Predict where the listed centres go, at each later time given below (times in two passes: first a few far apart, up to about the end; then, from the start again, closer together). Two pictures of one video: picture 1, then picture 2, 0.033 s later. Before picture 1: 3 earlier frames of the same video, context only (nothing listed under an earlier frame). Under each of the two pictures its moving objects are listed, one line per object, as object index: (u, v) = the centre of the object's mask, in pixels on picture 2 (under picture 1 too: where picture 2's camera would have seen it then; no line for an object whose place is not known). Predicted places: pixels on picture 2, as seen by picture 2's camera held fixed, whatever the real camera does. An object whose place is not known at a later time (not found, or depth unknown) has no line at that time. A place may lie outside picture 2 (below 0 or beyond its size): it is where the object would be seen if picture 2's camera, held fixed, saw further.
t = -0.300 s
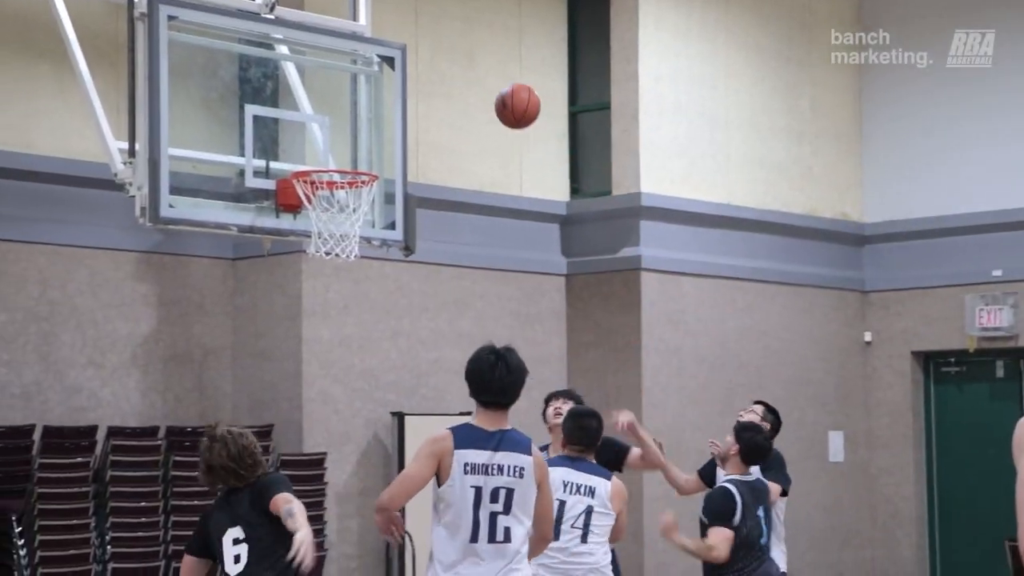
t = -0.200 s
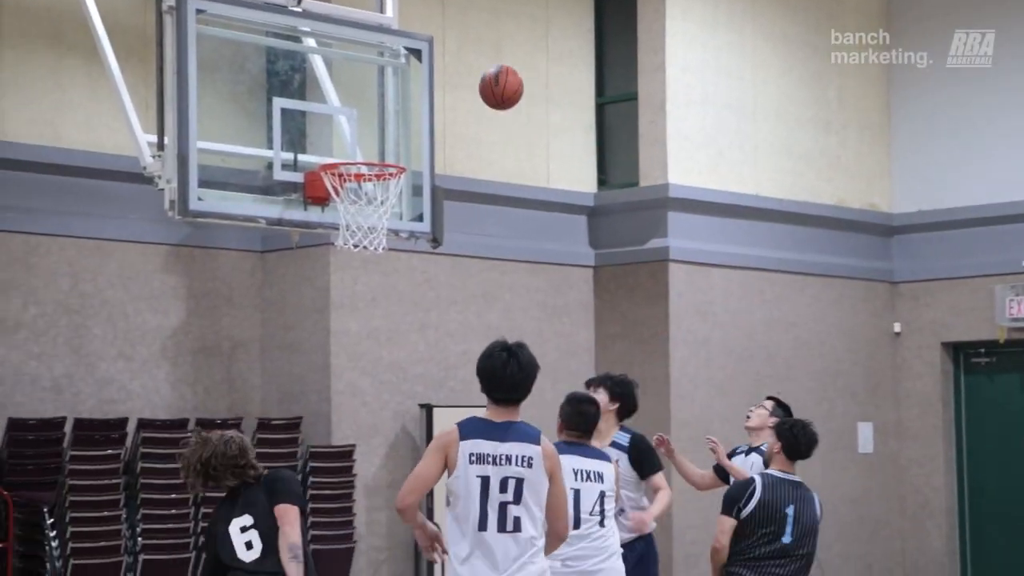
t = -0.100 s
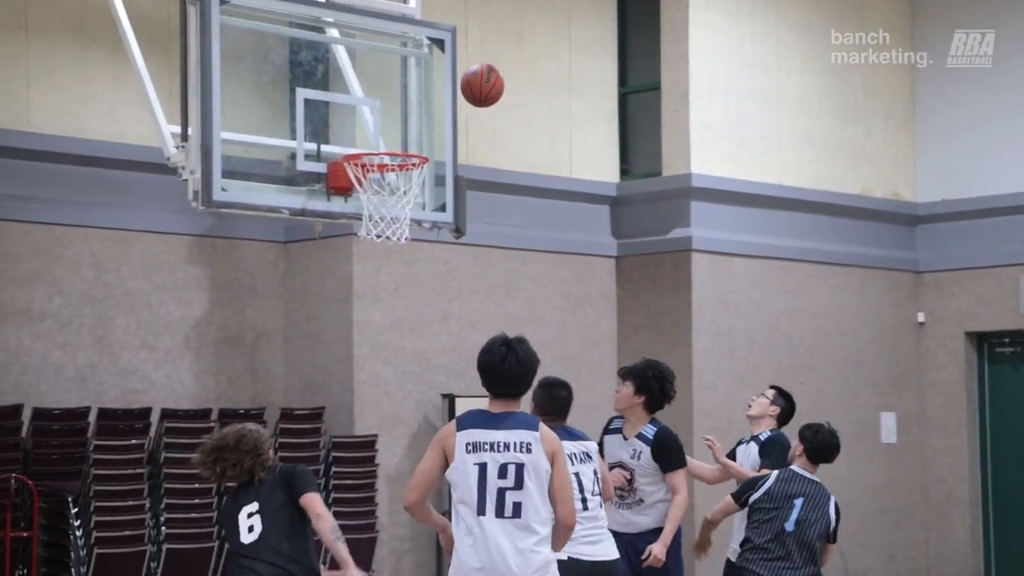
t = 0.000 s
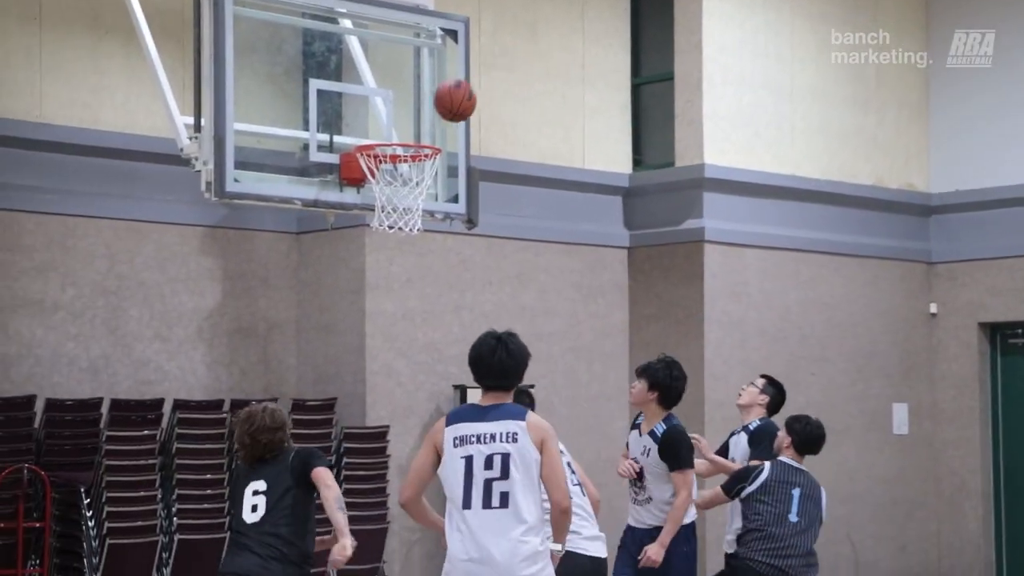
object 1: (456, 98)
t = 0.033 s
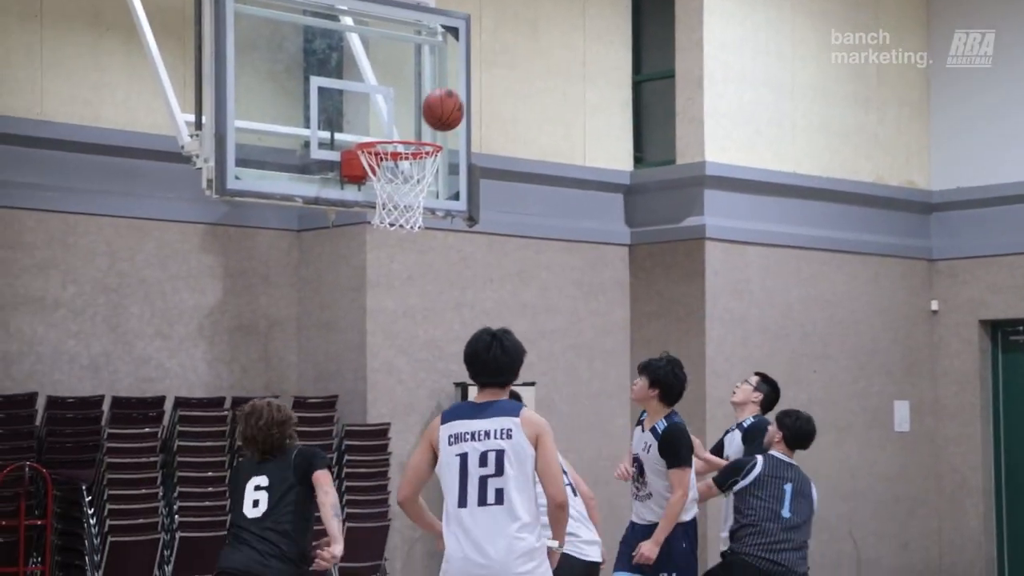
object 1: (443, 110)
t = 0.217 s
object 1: (387, 108)
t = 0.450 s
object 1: (392, 102)
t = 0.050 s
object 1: (437, 117)
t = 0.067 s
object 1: (430, 123)
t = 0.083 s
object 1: (424, 127)
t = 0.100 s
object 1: (420, 126)
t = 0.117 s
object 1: (415, 123)
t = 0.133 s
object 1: (410, 121)
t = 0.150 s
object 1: (405, 117)
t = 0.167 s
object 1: (400, 114)
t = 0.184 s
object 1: (396, 112)
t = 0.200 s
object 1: (391, 110)
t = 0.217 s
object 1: (387, 108)
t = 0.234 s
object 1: (382, 107)
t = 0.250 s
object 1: (379, 105)
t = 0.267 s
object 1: (380, 102)
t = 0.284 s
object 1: (381, 100)
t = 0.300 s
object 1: (382, 98)
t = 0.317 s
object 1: (383, 96)
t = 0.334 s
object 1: (384, 96)
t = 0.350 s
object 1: (386, 95)
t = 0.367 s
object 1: (387, 95)
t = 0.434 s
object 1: (391, 100)
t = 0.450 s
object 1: (392, 102)
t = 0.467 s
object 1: (393, 105)
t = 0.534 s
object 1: (399, 121)
